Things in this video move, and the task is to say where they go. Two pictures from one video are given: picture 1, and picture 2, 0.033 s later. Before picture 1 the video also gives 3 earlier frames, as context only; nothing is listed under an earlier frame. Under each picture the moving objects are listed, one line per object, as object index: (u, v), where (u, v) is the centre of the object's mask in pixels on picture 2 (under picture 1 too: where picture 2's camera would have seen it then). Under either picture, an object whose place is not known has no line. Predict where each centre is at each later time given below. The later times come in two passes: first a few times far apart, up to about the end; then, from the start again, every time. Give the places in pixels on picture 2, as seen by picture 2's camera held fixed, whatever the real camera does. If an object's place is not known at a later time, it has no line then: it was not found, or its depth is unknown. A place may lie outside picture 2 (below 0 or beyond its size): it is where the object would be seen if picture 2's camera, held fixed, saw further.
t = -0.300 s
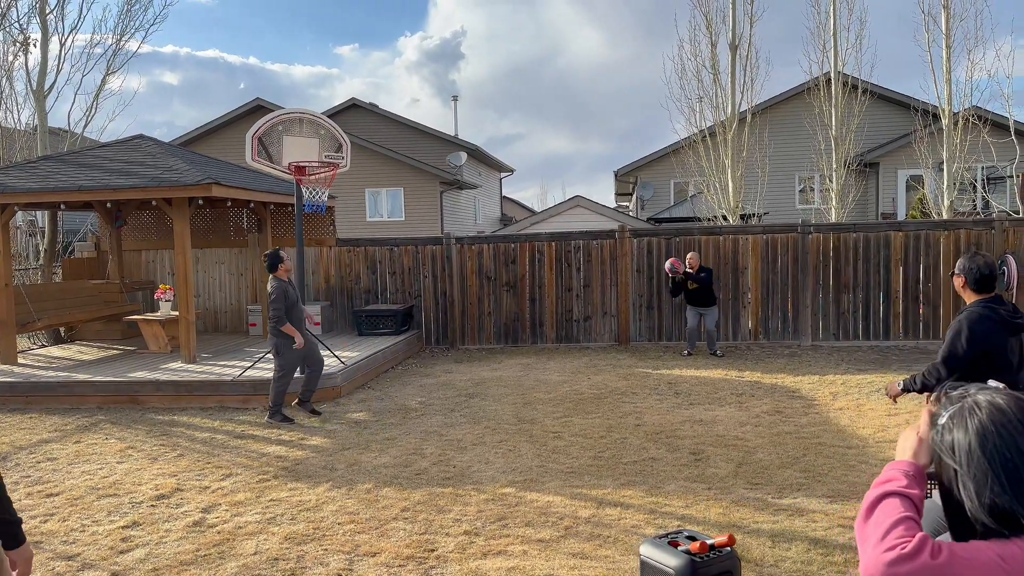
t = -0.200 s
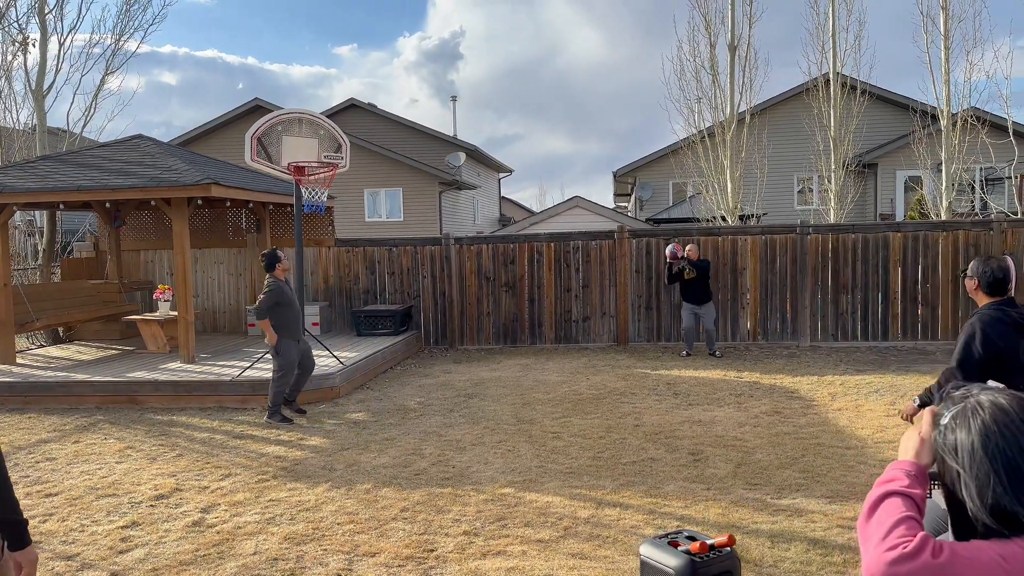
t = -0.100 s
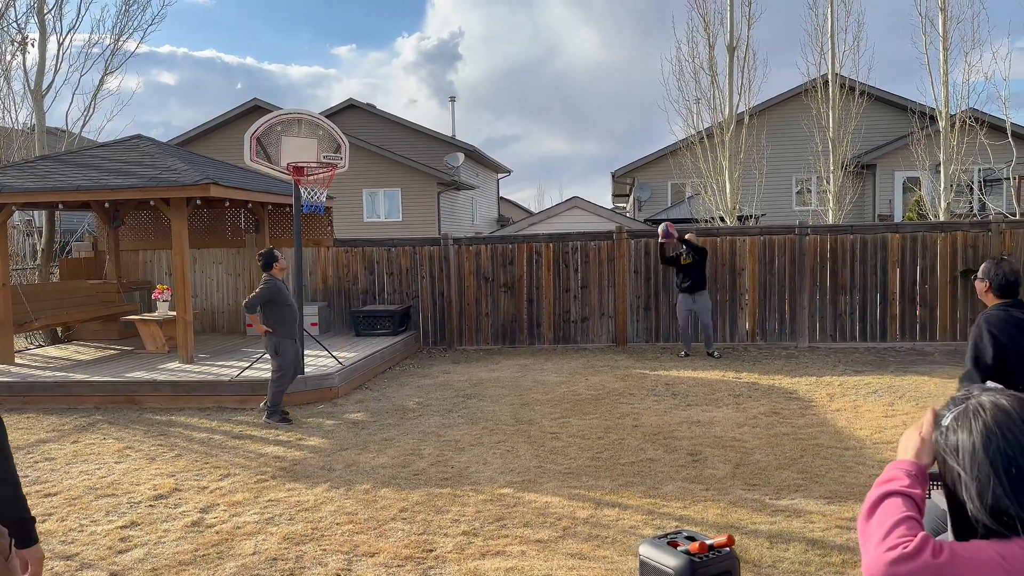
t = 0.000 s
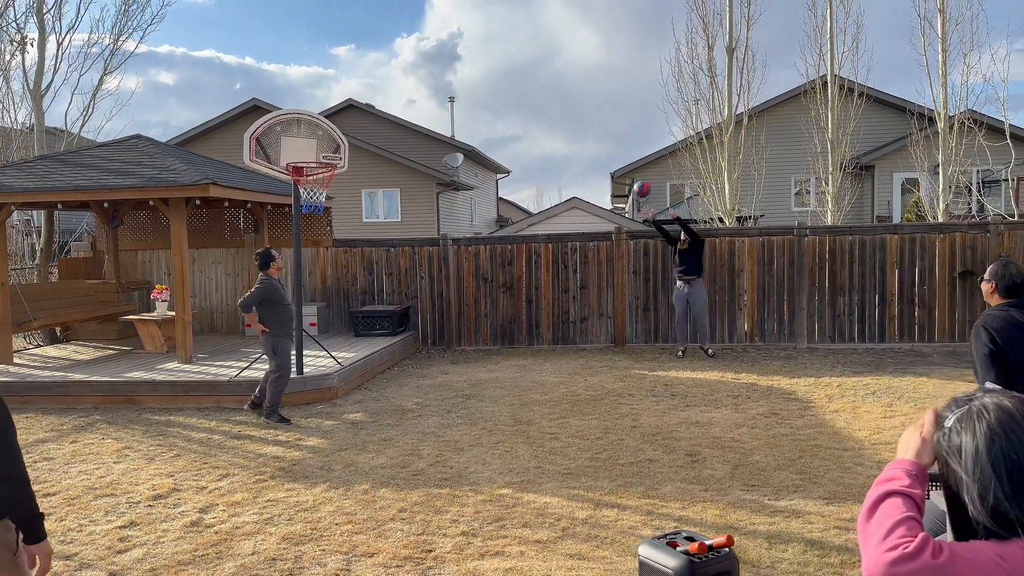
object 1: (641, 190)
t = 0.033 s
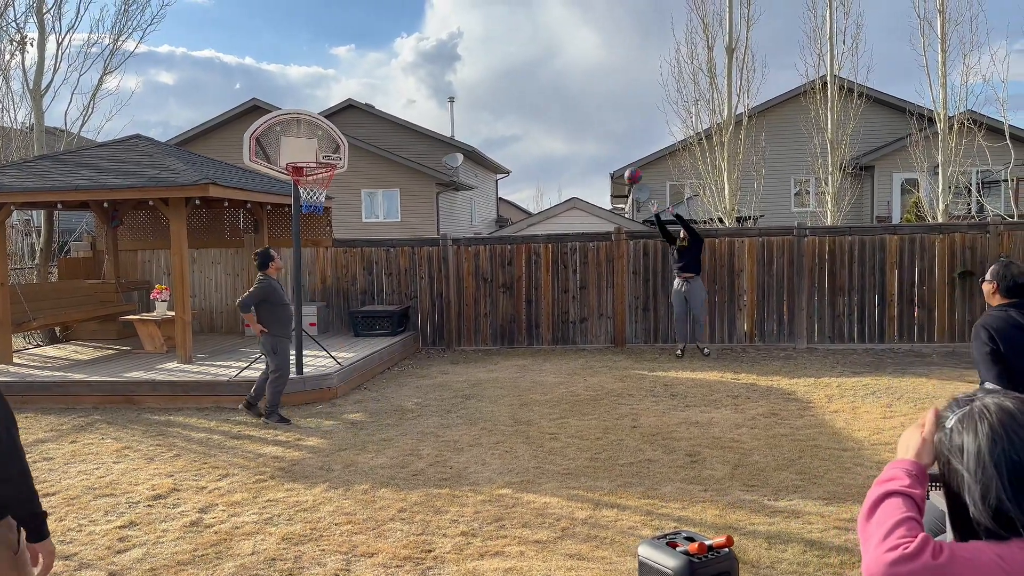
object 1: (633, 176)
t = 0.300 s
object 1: (559, 91)
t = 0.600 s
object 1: (465, 57)
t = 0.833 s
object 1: (383, 86)
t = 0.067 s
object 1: (624, 163)
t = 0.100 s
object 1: (616, 151)
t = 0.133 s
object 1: (607, 139)
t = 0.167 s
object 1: (597, 128)
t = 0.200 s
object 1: (588, 118)
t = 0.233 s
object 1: (579, 108)
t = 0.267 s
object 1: (569, 99)
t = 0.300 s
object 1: (559, 91)
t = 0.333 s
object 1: (549, 84)
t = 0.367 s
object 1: (539, 78)
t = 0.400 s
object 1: (529, 72)
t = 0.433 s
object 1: (519, 67)
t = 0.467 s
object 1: (508, 64)
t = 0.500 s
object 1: (498, 61)
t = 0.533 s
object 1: (487, 59)
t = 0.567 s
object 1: (476, 58)
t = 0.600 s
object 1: (465, 57)
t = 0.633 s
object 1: (454, 58)
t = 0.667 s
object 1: (442, 60)
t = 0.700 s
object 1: (431, 63)
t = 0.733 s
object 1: (419, 67)
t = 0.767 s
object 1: (407, 72)
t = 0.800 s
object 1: (395, 79)
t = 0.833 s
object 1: (383, 86)
